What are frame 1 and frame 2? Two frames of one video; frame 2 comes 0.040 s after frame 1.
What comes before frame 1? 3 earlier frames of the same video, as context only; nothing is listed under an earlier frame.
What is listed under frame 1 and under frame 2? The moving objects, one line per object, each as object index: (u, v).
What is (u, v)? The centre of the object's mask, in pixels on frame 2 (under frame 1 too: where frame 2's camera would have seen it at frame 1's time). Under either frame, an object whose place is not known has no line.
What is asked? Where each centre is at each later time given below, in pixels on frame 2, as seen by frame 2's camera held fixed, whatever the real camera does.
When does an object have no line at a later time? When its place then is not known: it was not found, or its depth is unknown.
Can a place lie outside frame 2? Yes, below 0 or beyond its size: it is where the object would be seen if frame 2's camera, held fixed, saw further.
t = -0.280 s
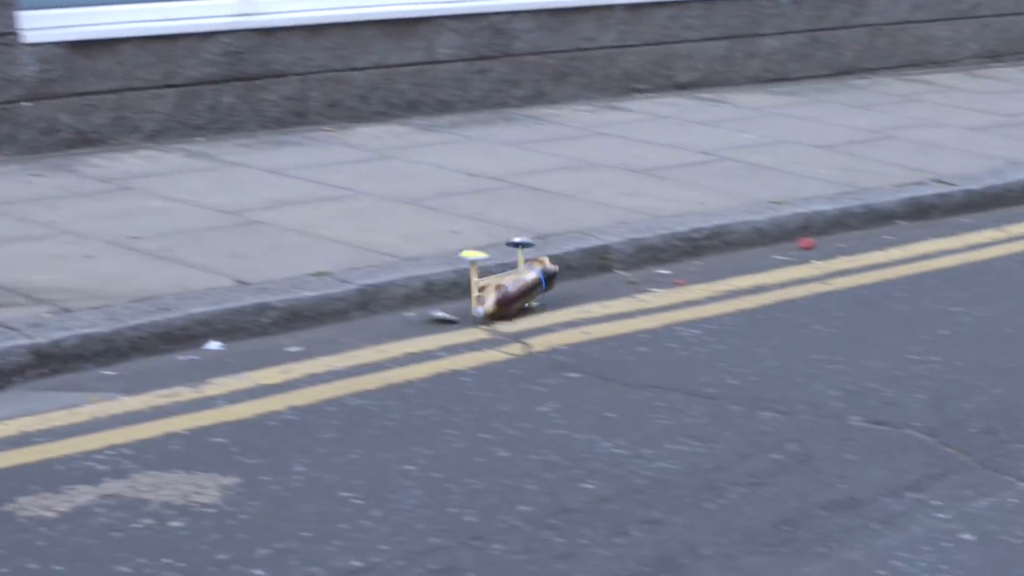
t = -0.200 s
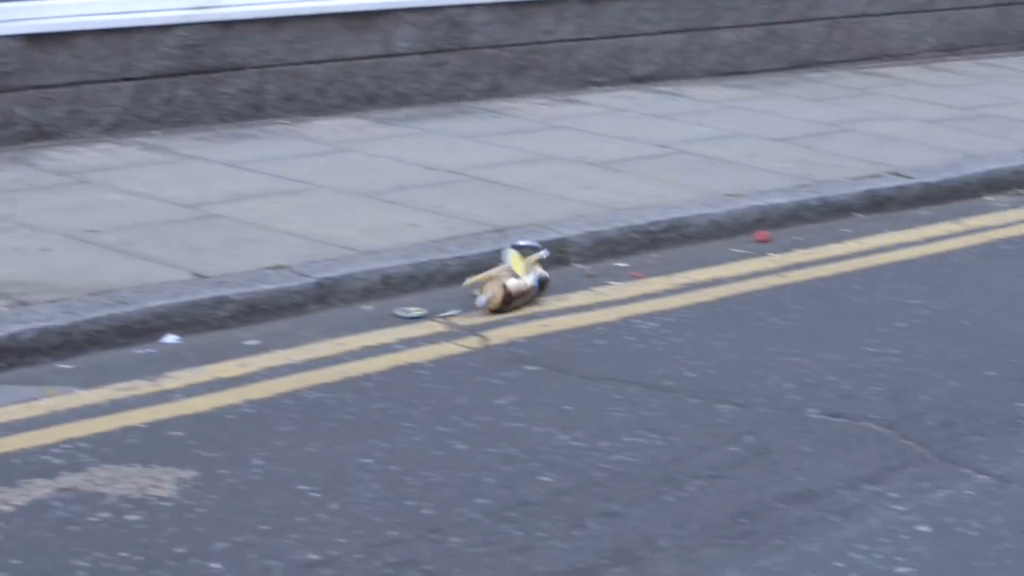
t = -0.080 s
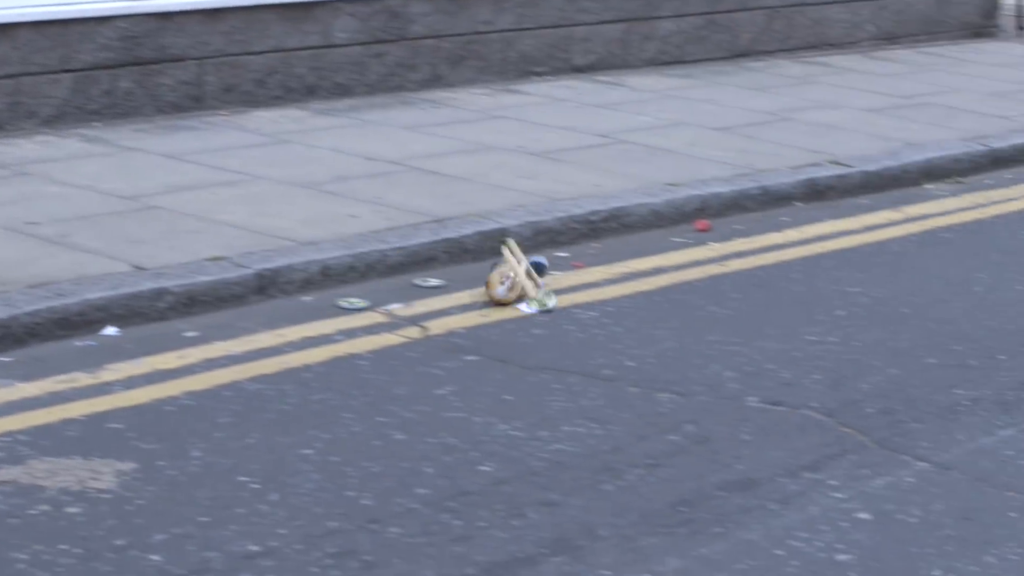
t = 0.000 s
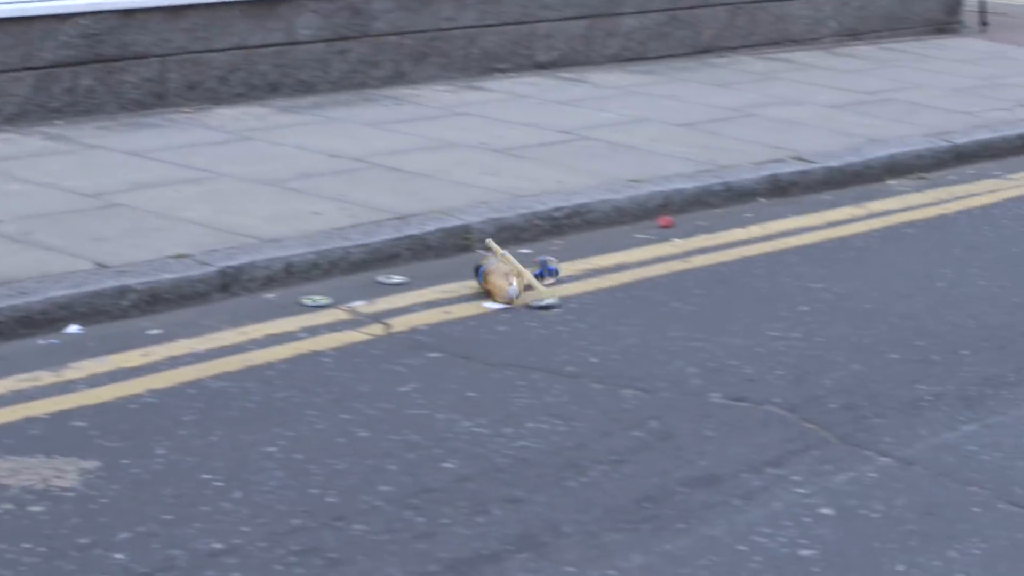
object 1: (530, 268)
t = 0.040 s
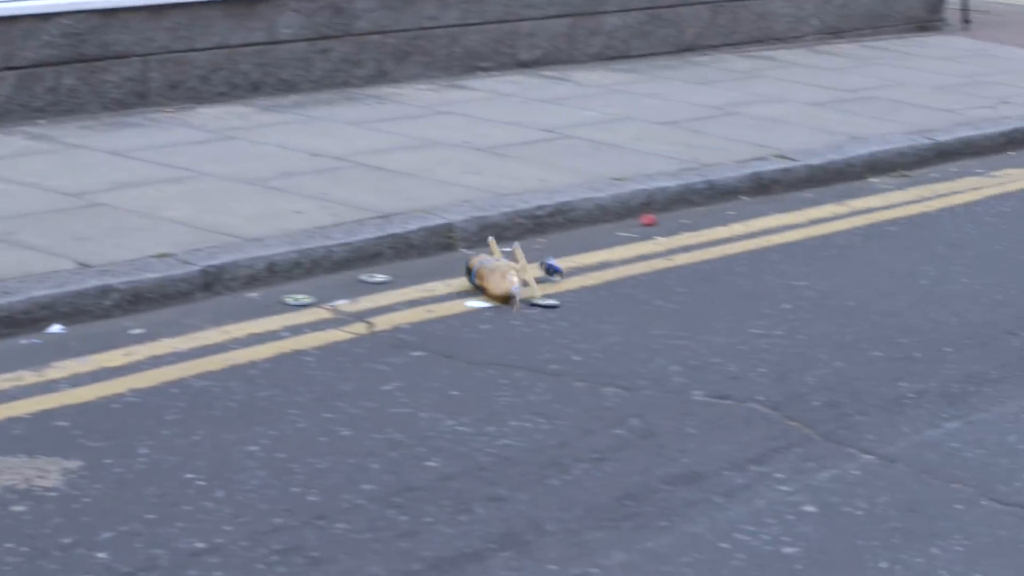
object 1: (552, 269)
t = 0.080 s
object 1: (575, 265)
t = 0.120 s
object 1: (597, 267)
